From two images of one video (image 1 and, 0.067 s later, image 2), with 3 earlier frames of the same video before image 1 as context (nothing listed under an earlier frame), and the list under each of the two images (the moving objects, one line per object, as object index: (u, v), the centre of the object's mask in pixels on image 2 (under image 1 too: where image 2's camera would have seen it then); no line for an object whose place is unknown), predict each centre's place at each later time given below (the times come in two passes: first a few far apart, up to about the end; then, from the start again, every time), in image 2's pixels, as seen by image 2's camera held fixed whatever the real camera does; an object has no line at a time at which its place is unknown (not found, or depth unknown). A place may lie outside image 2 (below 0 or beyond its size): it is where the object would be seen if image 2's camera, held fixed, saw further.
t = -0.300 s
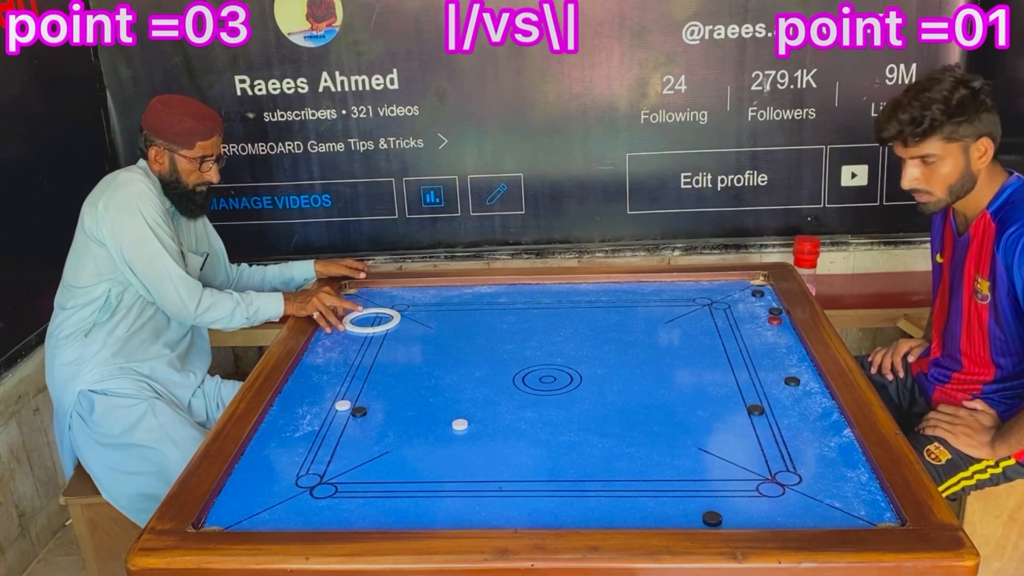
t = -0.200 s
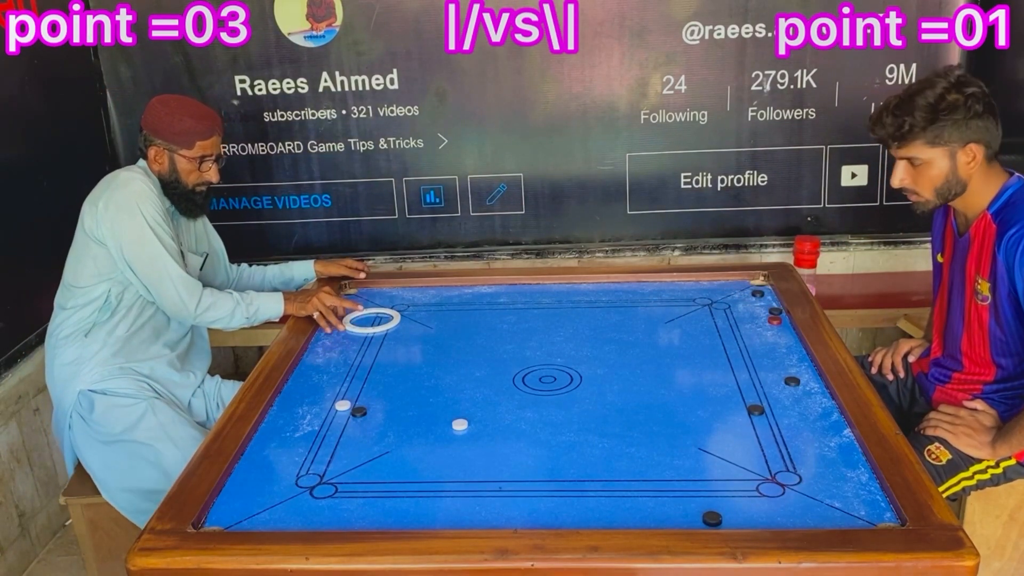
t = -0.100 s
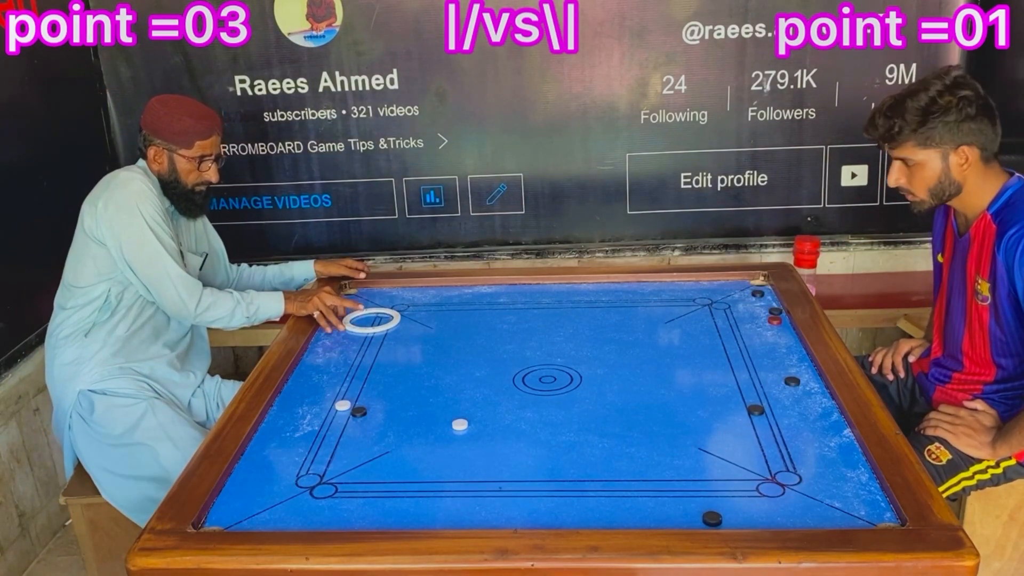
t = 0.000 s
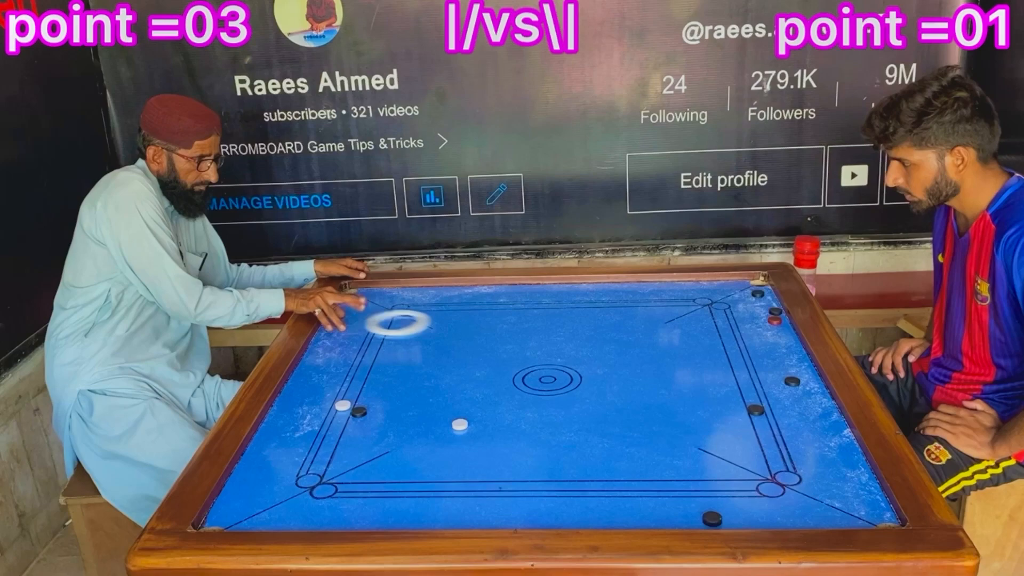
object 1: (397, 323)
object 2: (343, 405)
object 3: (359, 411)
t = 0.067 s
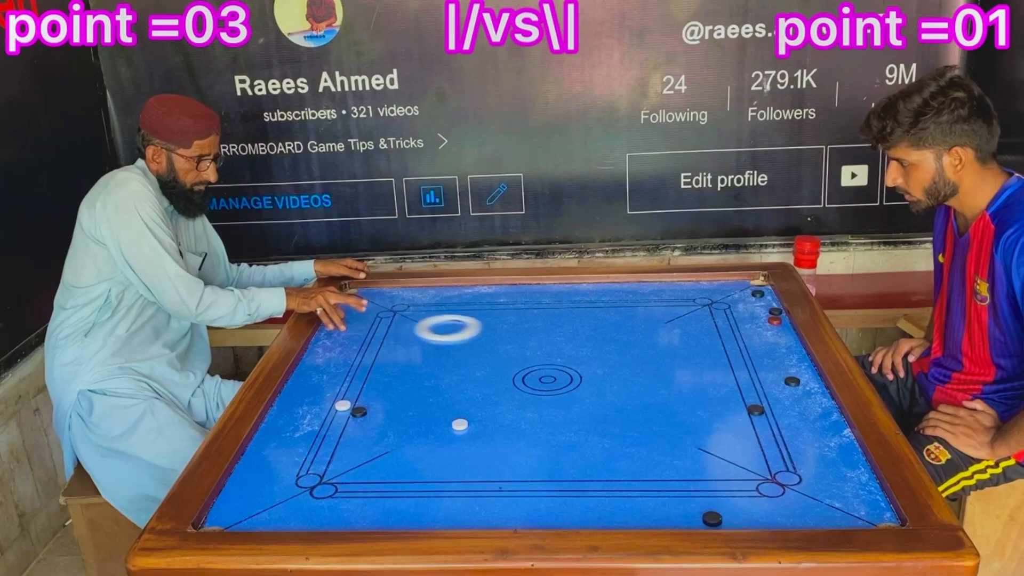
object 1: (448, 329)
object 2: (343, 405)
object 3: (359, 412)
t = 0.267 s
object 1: (607, 345)
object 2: (343, 405)
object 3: (359, 412)
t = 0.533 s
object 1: (735, 367)
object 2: (343, 405)
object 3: (359, 412)
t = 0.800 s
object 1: (570, 385)
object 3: (359, 411)
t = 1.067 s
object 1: (406, 402)
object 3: (359, 411)
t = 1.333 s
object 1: (304, 409)
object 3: (290, 444)
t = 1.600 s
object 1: (343, 401)
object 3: (391, 468)
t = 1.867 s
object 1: (375, 394)
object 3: (497, 494)
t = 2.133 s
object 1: (402, 390)
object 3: (606, 521)
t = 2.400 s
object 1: (422, 385)
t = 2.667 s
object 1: (435, 380)
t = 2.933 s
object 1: (445, 377)
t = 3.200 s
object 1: (451, 374)
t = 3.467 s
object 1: (452, 374)
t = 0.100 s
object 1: (473, 331)
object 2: (343, 405)
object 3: (359, 411)
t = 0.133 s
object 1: (499, 334)
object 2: (343, 405)
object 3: (359, 411)
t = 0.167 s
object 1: (525, 336)
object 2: (343, 405)
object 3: (359, 411)
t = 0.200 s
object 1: (552, 339)
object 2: (343, 405)
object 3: (359, 411)
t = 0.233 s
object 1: (580, 342)
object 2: (343, 405)
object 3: (359, 411)
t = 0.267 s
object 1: (607, 345)
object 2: (343, 405)
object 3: (359, 412)
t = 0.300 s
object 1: (635, 348)
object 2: (343, 405)
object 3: (359, 411)
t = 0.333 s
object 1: (664, 351)
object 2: (343, 405)
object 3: (359, 411)
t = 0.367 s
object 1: (693, 354)
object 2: (343, 405)
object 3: (359, 412)
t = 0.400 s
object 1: (723, 357)
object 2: (343, 405)
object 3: (359, 411)
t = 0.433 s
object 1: (753, 360)
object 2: (343, 405)
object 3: (359, 411)
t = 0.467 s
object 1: (776, 363)
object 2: (343, 405)
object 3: (359, 411)
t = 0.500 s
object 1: (756, 365)
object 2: (343, 405)
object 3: (359, 411)
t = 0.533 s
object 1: (735, 367)
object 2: (343, 405)
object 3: (359, 412)
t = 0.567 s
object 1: (715, 370)
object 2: (343, 405)
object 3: (359, 411)
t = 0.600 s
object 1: (694, 372)
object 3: (359, 411)
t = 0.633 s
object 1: (673, 374)
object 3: (359, 411)
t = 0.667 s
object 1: (653, 376)
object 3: (359, 411)
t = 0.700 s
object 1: (632, 378)
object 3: (359, 411)
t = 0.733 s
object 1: (611, 380)
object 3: (359, 411)
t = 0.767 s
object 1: (591, 383)
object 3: (359, 412)
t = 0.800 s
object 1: (570, 385)
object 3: (359, 411)
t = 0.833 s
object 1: (549, 386)
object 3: (359, 411)
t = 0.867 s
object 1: (529, 389)
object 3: (359, 411)
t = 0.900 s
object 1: (508, 391)
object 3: (359, 411)
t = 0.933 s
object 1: (488, 393)
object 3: (359, 412)
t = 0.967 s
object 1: (468, 396)
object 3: (359, 412)
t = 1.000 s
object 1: (447, 398)
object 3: (359, 412)
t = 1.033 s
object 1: (426, 400)
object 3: (359, 411)
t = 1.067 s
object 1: (406, 402)
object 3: (359, 411)
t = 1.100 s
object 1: (387, 404)
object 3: (347, 415)
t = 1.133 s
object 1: (372, 405)
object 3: (326, 419)
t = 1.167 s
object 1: (358, 406)
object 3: (307, 423)
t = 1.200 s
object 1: (343, 407)
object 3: (287, 428)
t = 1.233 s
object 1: (329, 408)
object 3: (267, 433)
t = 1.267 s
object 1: (317, 409)
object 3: (267, 437)
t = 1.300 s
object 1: (310, 409)
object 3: (279, 441)
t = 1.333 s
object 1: (304, 409)
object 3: (290, 444)
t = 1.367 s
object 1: (307, 409)
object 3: (303, 447)
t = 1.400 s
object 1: (313, 407)
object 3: (315, 450)
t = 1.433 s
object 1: (318, 406)
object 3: (328, 453)
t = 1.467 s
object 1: (323, 405)
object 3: (340, 456)
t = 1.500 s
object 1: (328, 404)
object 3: (353, 459)
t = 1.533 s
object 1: (333, 403)
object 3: (366, 462)
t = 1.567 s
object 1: (338, 402)
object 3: (378, 465)
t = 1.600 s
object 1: (343, 401)
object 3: (391, 468)
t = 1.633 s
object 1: (347, 400)
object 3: (404, 471)
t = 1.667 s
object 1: (351, 399)
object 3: (417, 475)
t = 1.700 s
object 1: (356, 398)
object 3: (430, 478)
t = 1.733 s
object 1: (360, 397)
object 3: (444, 481)
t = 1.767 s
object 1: (364, 397)
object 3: (457, 484)
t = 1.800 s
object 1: (368, 396)
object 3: (470, 487)
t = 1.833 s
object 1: (371, 395)
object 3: (483, 490)
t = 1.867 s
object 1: (375, 394)
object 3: (497, 494)
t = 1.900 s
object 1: (379, 393)
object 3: (510, 497)
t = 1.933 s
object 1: (382, 393)
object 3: (524, 500)
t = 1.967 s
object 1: (386, 392)
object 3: (538, 504)
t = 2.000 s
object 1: (389, 392)
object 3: (552, 507)
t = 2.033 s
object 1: (392, 391)
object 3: (565, 510)
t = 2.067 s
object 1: (396, 391)
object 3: (579, 514)
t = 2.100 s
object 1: (399, 390)
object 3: (592, 517)
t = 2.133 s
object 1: (402, 390)
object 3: (606, 521)
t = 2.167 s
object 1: (405, 389)
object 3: (620, 523)
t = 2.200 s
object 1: (407, 388)
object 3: (634, 525)
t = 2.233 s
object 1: (410, 387)
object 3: (647, 526)
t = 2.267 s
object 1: (413, 387)
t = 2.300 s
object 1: (415, 387)
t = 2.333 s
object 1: (417, 386)
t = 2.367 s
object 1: (420, 385)
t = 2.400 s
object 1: (422, 385)
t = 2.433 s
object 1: (423, 384)
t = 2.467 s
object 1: (425, 384)
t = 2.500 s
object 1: (427, 383)
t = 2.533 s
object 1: (429, 382)
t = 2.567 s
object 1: (430, 382)
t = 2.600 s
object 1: (432, 381)
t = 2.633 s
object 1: (433, 381)
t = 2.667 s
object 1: (435, 380)
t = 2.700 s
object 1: (436, 380)
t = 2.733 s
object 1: (437, 380)
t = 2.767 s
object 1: (439, 379)
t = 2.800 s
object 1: (440, 379)
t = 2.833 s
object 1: (442, 378)
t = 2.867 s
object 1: (443, 378)
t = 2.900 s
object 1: (444, 377)
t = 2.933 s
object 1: (445, 377)
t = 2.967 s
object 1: (446, 376)
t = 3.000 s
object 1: (447, 376)
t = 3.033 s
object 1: (448, 376)
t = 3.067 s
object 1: (449, 375)
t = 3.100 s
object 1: (449, 375)
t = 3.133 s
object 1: (450, 375)
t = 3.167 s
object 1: (450, 375)
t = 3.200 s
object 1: (451, 374)
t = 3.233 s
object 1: (451, 374)
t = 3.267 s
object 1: (451, 374)
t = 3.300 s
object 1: (451, 374)
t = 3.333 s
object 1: (452, 374)
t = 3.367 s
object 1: (452, 374)
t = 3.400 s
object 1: (452, 374)
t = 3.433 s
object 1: (452, 374)
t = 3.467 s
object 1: (452, 374)
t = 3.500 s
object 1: (451, 374)
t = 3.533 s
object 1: (452, 374)
